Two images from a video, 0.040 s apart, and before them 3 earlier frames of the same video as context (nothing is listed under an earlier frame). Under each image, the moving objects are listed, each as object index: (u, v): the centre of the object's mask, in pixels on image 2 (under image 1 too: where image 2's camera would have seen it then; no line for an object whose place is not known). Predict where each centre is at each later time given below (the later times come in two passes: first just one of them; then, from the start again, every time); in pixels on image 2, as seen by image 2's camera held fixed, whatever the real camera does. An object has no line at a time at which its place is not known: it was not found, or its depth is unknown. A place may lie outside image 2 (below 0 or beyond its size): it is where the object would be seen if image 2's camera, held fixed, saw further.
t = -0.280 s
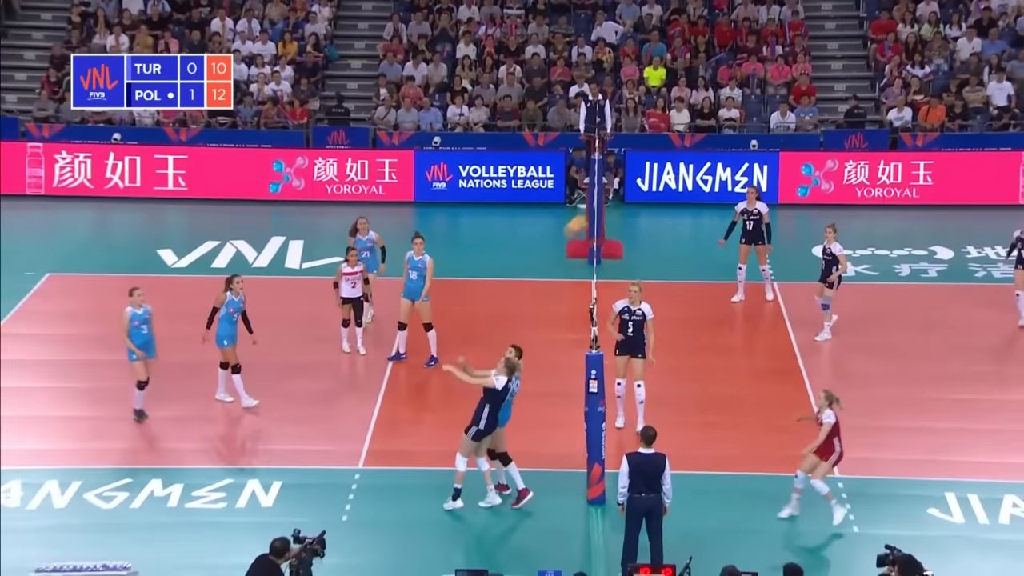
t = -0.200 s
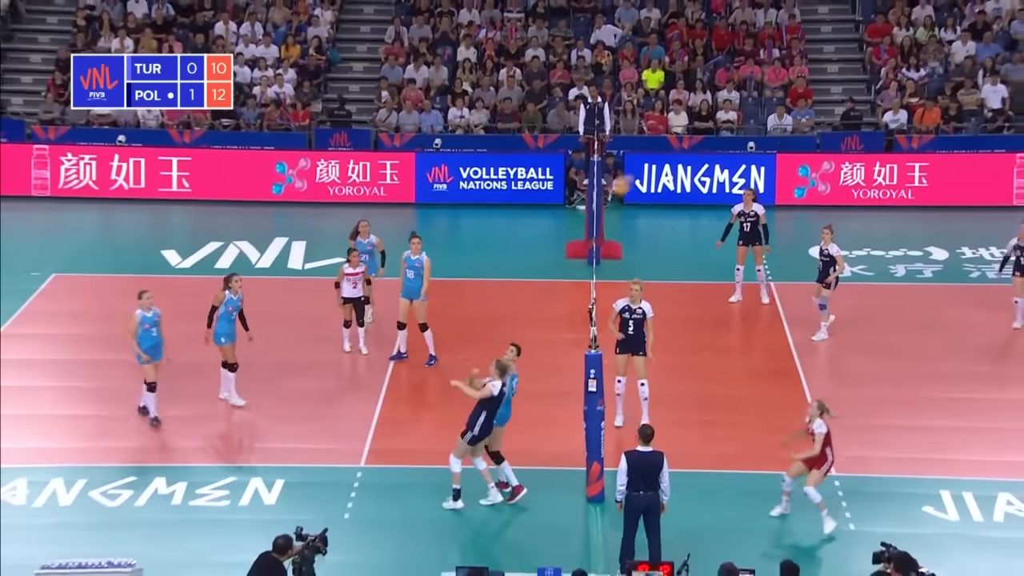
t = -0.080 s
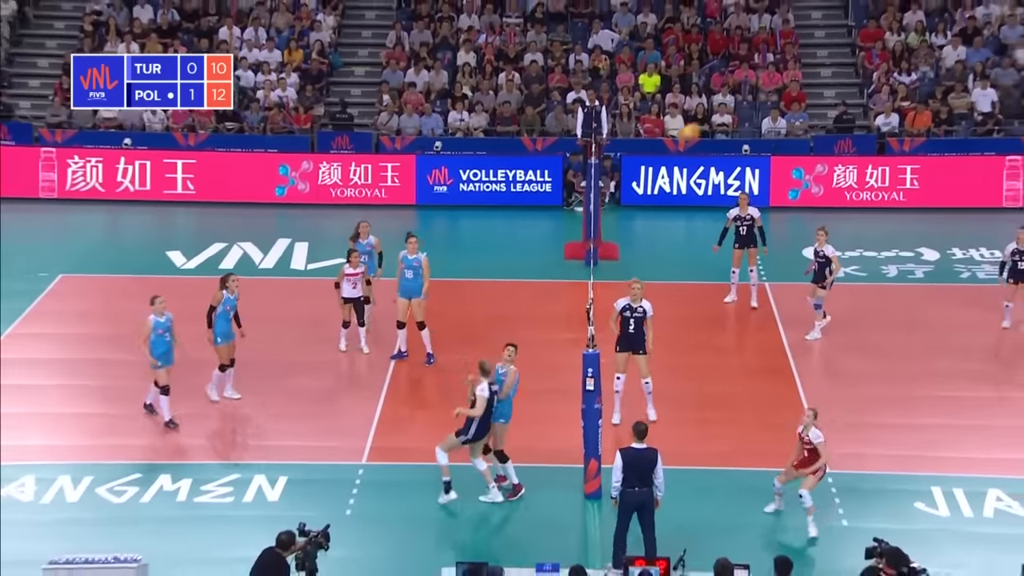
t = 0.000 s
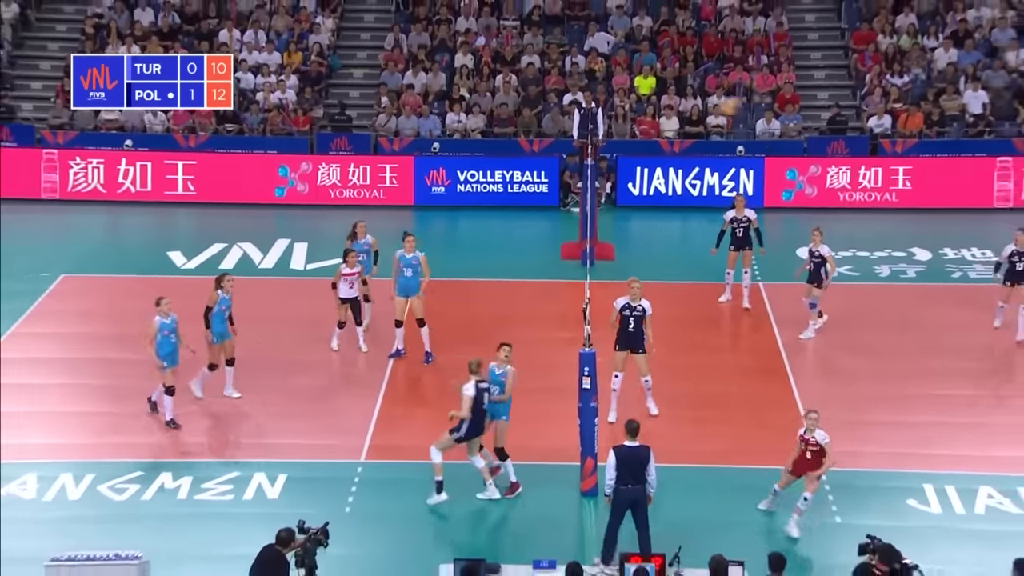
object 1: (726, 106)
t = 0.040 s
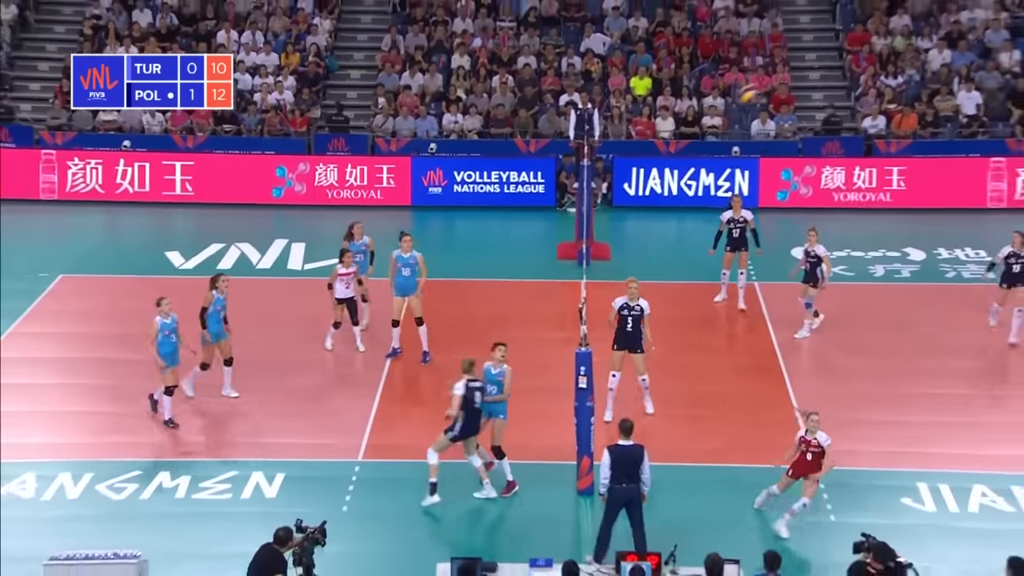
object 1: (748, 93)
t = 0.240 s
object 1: (864, 52)
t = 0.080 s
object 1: (772, 82)
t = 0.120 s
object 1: (796, 73)
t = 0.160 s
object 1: (819, 64)
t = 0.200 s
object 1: (842, 59)
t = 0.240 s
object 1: (864, 52)
